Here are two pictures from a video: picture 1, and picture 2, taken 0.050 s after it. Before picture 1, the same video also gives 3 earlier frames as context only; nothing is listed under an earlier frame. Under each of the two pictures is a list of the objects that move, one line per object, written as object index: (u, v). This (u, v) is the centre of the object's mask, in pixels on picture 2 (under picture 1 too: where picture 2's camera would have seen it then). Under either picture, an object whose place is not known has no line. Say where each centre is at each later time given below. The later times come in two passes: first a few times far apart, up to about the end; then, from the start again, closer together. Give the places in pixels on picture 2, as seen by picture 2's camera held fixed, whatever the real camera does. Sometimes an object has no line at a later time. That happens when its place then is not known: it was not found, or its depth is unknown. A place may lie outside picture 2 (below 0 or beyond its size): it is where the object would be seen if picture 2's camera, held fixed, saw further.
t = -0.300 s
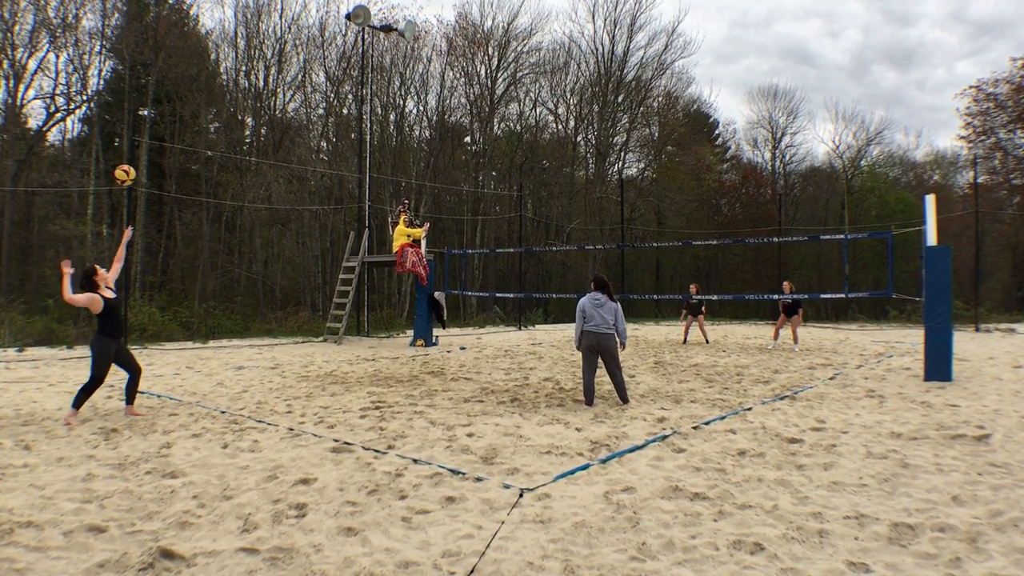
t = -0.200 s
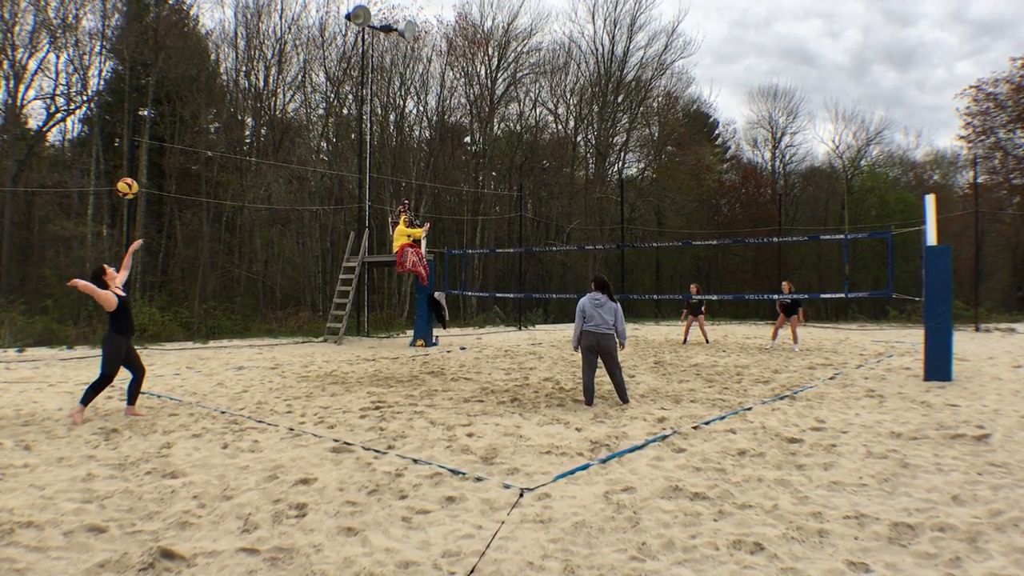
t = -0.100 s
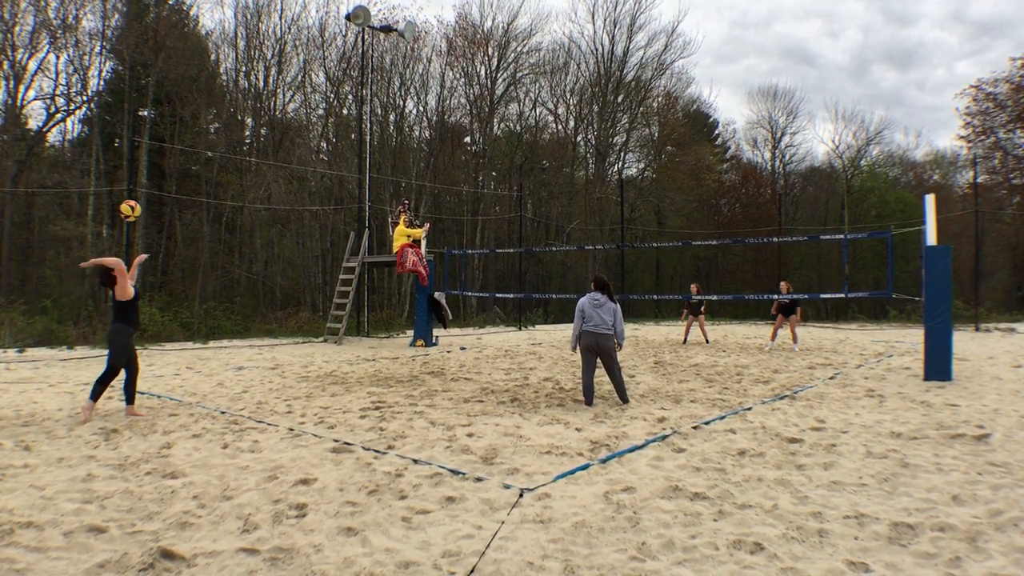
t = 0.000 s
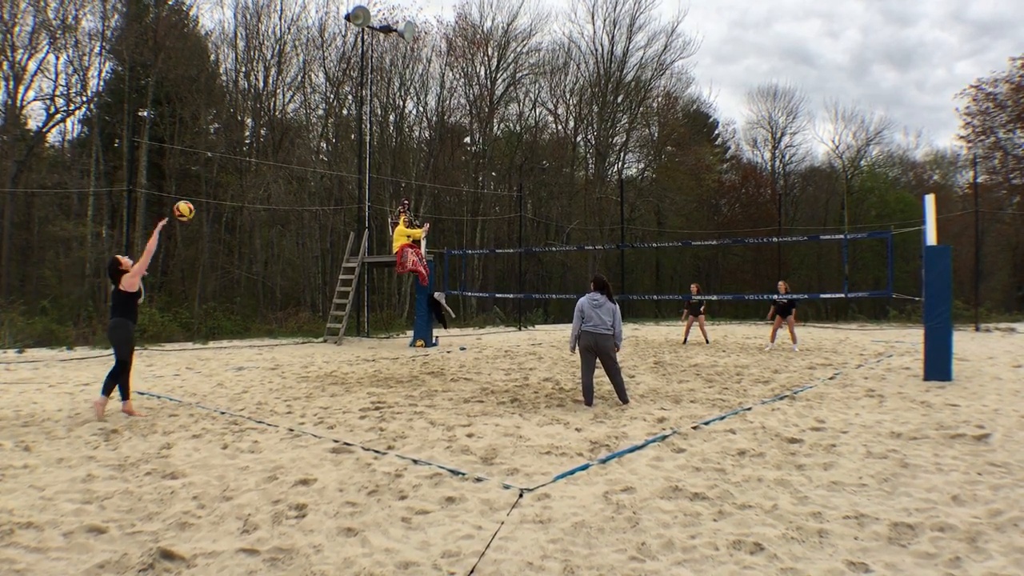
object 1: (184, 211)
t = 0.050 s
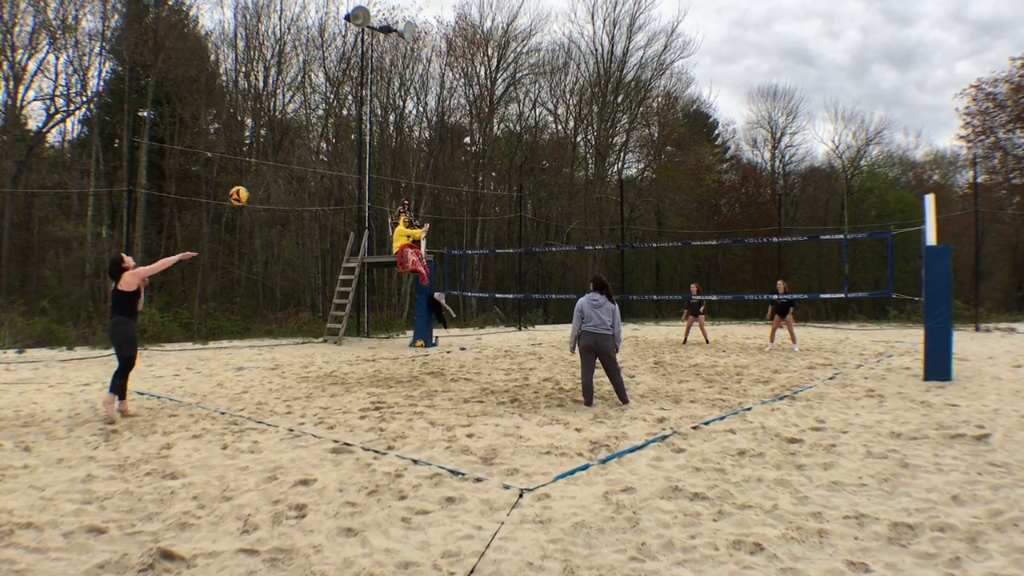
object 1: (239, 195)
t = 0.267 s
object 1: (433, 164)
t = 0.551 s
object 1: (602, 179)
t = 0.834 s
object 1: (716, 229)
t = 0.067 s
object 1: (256, 191)
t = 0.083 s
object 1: (273, 187)
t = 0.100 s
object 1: (289, 184)
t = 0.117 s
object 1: (306, 181)
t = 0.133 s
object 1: (322, 178)
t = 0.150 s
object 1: (337, 175)
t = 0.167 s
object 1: (352, 173)
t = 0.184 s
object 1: (367, 171)
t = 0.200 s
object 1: (380, 169)
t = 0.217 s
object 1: (394, 168)
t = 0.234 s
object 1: (408, 167)
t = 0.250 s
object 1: (421, 165)
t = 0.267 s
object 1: (433, 164)
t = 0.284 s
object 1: (445, 164)
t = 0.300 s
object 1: (457, 164)
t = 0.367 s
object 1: (501, 165)
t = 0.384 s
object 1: (512, 165)
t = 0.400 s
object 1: (522, 166)
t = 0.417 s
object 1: (532, 167)
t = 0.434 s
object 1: (541, 168)
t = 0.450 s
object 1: (550, 169)
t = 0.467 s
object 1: (559, 170)
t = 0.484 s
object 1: (569, 172)
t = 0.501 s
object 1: (577, 173)
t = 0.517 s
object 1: (585, 176)
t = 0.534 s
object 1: (594, 177)
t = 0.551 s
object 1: (602, 179)
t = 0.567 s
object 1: (610, 182)
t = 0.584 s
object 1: (618, 184)
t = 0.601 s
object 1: (625, 186)
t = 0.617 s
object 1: (633, 189)
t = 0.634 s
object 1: (640, 191)
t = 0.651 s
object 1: (647, 194)
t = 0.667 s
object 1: (655, 197)
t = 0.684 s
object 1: (661, 200)
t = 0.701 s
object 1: (667, 202)
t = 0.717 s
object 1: (674, 206)
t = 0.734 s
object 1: (680, 209)
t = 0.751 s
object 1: (687, 212)
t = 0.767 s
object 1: (692, 215)
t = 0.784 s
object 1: (699, 219)
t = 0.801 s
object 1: (704, 222)
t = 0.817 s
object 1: (710, 225)
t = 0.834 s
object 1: (716, 229)
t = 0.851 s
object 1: (721, 233)
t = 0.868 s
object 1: (726, 235)
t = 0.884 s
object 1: (732, 237)
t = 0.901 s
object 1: (737, 246)
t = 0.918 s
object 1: (742, 249)
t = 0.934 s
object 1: (747, 252)
